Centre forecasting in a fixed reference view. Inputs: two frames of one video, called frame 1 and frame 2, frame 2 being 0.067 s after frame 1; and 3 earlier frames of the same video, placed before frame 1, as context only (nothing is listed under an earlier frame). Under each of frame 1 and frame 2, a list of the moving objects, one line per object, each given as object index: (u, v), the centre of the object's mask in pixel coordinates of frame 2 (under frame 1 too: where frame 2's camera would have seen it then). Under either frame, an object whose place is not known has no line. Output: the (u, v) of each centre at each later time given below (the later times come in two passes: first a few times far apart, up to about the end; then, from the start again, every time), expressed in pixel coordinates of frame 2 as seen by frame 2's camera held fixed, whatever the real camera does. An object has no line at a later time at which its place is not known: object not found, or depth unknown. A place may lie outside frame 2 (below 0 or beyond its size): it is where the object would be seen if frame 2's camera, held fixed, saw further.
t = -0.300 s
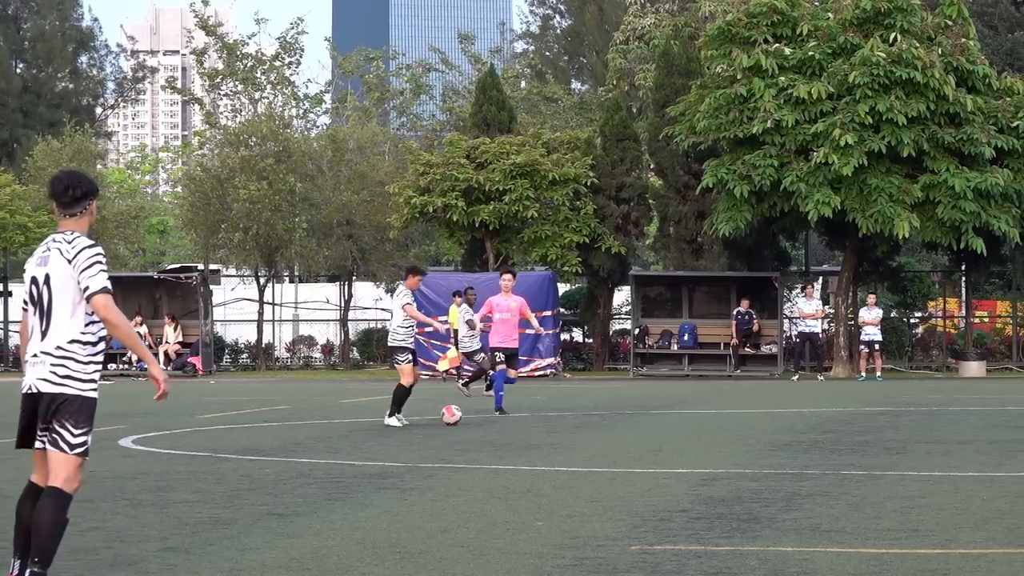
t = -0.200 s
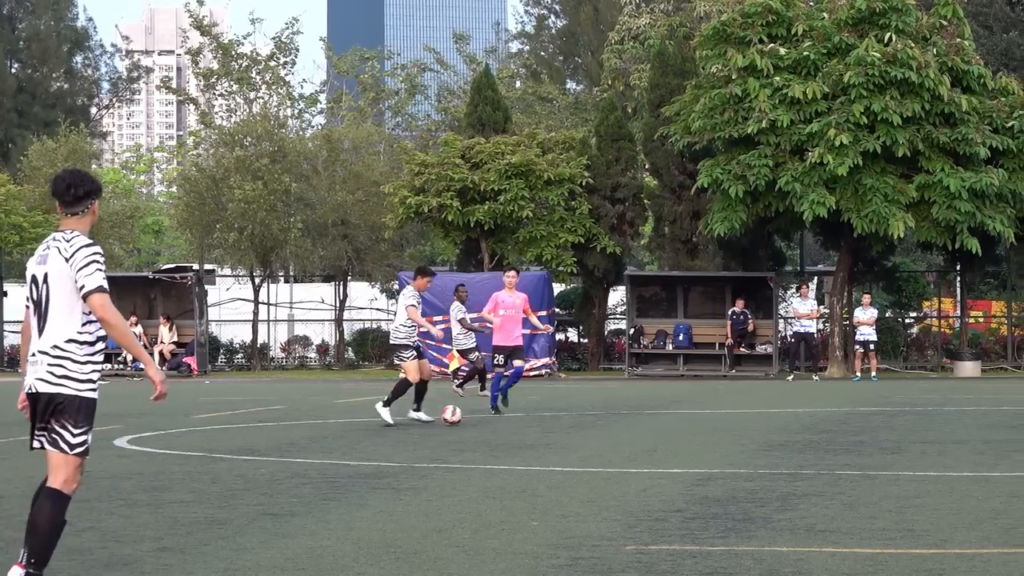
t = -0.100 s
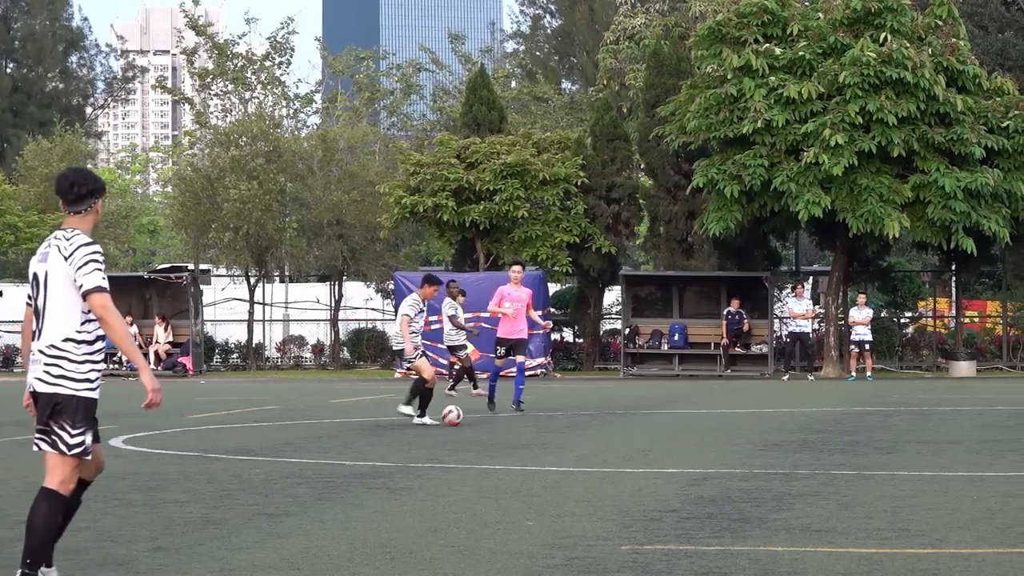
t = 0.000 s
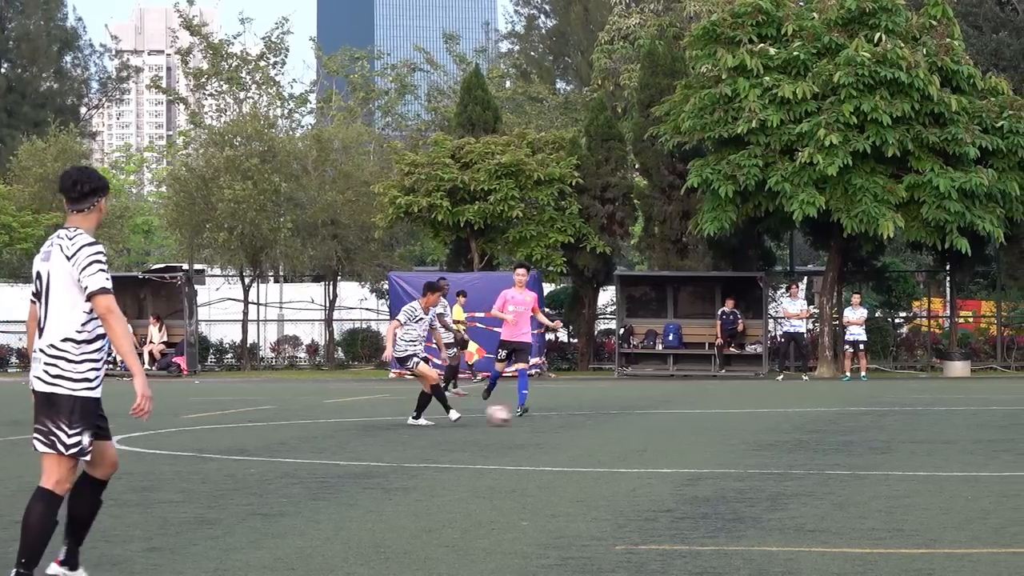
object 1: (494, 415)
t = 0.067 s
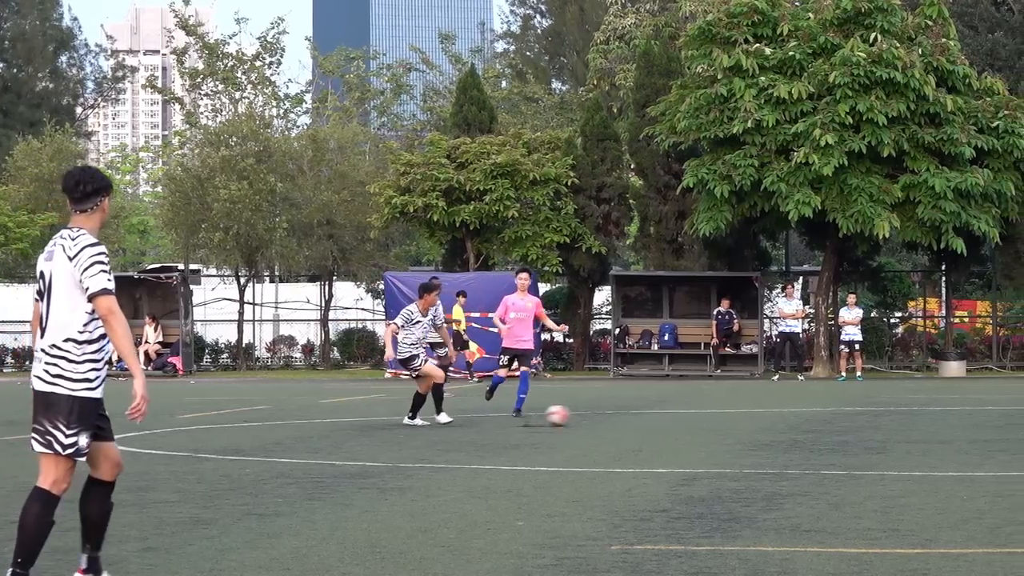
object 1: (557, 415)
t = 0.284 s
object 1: (746, 415)
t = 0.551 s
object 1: (939, 410)
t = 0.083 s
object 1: (572, 415)
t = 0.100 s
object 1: (588, 415)
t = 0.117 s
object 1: (604, 415)
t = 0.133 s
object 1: (618, 416)
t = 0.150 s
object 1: (633, 416)
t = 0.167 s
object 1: (648, 416)
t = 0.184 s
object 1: (662, 416)
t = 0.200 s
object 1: (677, 415)
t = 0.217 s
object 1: (691, 415)
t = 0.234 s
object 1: (705, 415)
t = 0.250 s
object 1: (719, 415)
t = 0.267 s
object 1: (732, 415)
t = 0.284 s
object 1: (746, 415)
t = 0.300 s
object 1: (758, 414)
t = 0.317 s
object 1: (771, 414)
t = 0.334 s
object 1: (783, 412)
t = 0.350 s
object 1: (796, 412)
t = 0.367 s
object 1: (808, 412)
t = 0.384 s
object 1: (821, 412)
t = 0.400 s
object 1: (835, 413)
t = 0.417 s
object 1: (847, 413)
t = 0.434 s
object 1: (860, 414)
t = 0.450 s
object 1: (871, 413)
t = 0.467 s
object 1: (882, 412)
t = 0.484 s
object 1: (894, 411)
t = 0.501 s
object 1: (905, 410)
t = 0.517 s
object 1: (916, 409)
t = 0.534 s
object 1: (927, 410)
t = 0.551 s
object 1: (939, 410)
